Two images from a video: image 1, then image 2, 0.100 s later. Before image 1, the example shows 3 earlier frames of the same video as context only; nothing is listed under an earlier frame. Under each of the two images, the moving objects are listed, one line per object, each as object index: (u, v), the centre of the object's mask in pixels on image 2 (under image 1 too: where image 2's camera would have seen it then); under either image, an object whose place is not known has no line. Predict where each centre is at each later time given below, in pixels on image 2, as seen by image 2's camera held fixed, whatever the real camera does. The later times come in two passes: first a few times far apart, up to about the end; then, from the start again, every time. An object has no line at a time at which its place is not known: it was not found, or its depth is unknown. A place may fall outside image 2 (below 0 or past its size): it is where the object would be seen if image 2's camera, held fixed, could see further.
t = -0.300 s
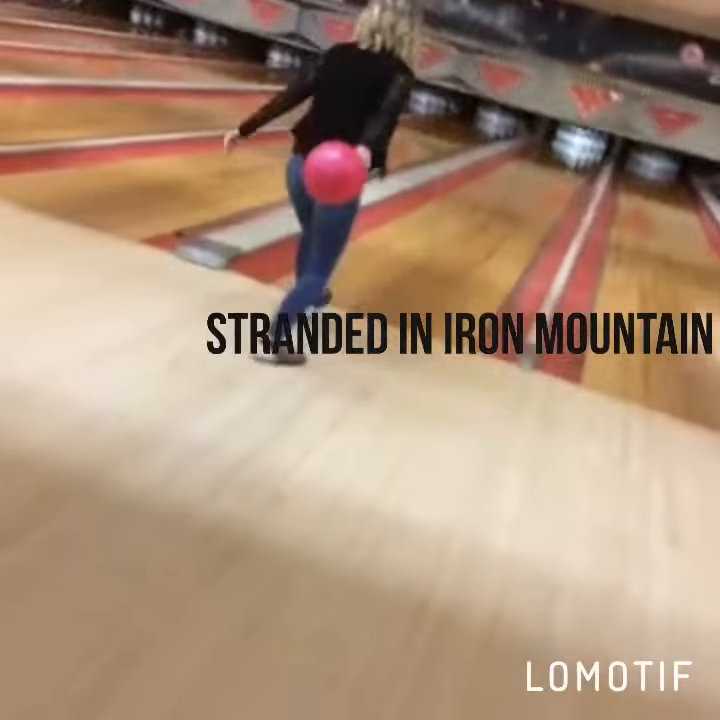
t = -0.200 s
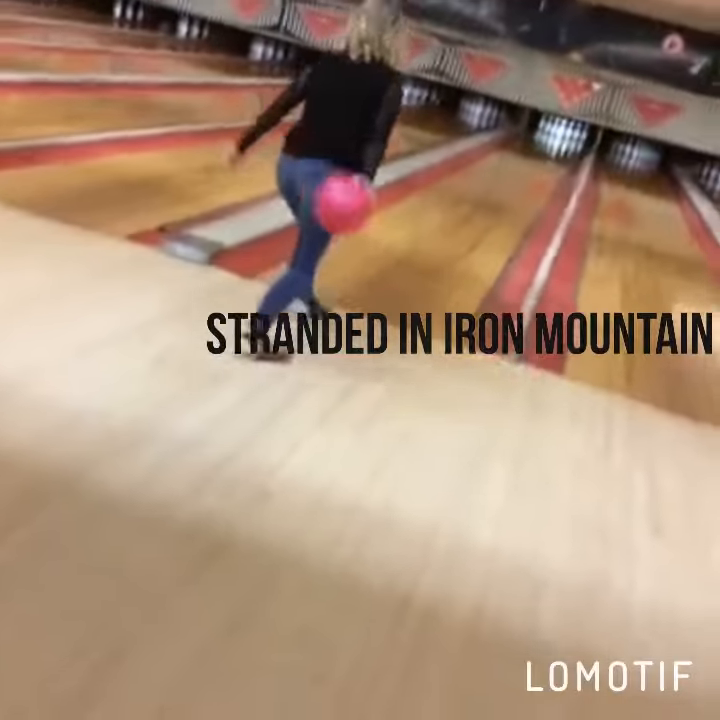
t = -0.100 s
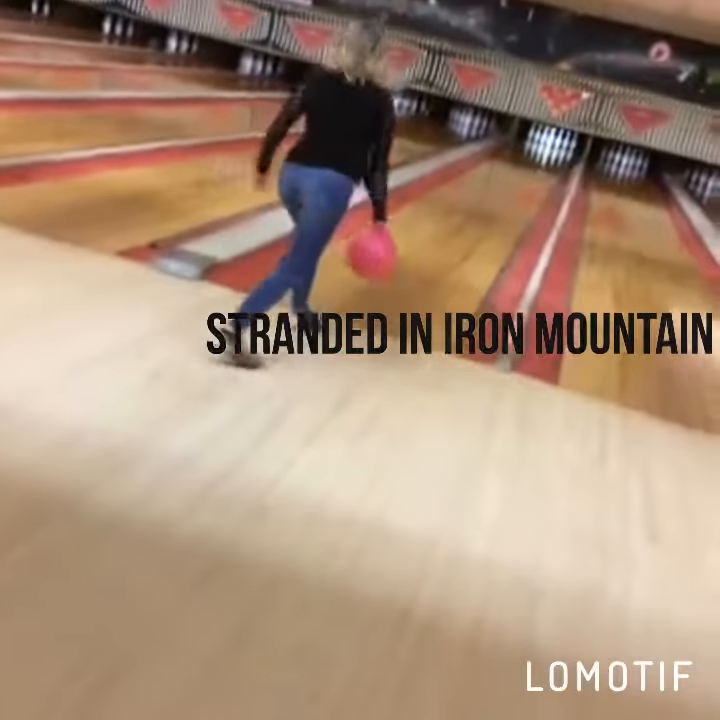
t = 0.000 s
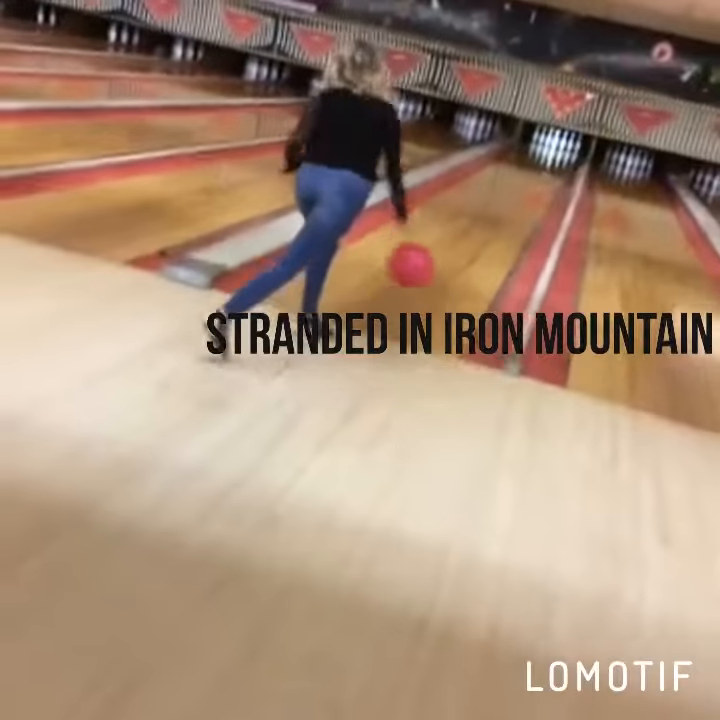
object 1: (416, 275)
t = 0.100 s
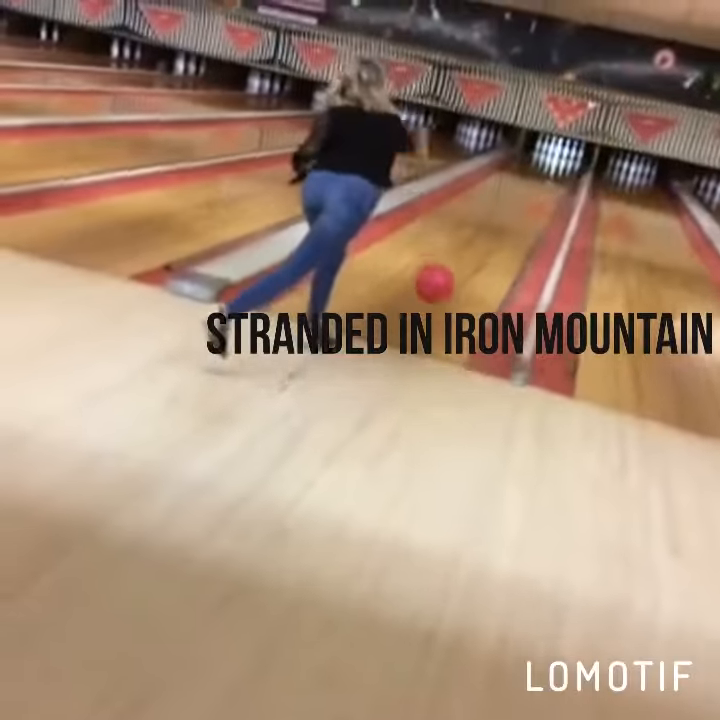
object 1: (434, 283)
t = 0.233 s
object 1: (454, 284)
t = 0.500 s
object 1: (491, 253)
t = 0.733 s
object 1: (511, 234)
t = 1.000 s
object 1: (529, 219)
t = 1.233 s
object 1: (540, 206)
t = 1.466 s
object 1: (550, 199)
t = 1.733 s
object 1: (558, 189)
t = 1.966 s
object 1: (565, 183)
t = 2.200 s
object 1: (571, 179)
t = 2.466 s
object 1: (575, 177)
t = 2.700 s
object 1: (582, 174)
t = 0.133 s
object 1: (439, 288)
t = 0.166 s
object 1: (442, 294)
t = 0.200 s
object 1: (448, 291)
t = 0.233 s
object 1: (454, 284)
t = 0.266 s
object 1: (459, 282)
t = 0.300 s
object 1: (466, 277)
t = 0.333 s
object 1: (470, 274)
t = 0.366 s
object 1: (474, 268)
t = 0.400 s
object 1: (478, 265)
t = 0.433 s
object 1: (483, 262)
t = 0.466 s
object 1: (488, 256)
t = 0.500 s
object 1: (491, 253)
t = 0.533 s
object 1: (494, 250)
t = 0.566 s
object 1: (498, 246)
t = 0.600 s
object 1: (500, 243)
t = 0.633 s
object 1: (503, 241)
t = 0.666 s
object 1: (505, 239)
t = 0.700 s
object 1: (509, 236)
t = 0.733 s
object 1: (511, 234)
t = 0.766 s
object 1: (514, 231)
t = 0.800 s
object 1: (516, 229)
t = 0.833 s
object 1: (519, 227)
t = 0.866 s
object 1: (520, 226)
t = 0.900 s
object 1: (523, 225)
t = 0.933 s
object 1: (524, 222)
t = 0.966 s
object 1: (527, 221)
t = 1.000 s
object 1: (529, 219)
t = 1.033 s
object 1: (531, 216)
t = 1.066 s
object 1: (533, 214)
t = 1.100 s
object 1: (534, 212)
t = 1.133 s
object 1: (536, 210)
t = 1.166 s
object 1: (536, 209)
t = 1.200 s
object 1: (539, 208)
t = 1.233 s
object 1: (540, 206)
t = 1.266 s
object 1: (541, 205)
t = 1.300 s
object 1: (544, 203)
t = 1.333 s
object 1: (544, 203)
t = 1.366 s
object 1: (546, 202)
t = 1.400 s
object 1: (547, 202)
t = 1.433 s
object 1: (549, 201)
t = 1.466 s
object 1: (550, 199)
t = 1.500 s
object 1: (551, 198)
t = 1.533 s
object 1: (555, 194)
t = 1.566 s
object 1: (555, 194)
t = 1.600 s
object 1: (556, 193)
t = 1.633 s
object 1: (556, 192)
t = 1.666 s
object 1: (557, 191)
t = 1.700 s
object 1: (556, 190)
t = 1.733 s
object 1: (558, 189)
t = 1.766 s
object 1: (559, 188)
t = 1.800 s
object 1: (560, 187)
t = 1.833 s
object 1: (563, 186)
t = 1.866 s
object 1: (564, 185)
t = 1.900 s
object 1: (564, 185)
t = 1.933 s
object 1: (563, 184)
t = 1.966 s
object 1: (565, 183)
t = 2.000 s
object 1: (567, 182)
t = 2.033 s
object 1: (567, 182)
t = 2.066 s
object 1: (569, 180)
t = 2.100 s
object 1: (569, 179)
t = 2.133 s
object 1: (569, 179)
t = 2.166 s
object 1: (571, 178)
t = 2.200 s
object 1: (571, 179)
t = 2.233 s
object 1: (572, 178)
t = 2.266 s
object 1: (572, 178)
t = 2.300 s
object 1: (573, 178)
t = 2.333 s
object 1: (573, 177)
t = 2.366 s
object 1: (574, 177)
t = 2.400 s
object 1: (574, 177)
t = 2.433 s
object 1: (574, 177)
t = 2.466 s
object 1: (575, 177)
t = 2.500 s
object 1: (576, 176)
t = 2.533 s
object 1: (576, 176)
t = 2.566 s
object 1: (577, 176)
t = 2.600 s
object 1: (579, 176)
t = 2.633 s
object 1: (578, 176)
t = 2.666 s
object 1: (580, 175)
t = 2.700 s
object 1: (582, 174)
